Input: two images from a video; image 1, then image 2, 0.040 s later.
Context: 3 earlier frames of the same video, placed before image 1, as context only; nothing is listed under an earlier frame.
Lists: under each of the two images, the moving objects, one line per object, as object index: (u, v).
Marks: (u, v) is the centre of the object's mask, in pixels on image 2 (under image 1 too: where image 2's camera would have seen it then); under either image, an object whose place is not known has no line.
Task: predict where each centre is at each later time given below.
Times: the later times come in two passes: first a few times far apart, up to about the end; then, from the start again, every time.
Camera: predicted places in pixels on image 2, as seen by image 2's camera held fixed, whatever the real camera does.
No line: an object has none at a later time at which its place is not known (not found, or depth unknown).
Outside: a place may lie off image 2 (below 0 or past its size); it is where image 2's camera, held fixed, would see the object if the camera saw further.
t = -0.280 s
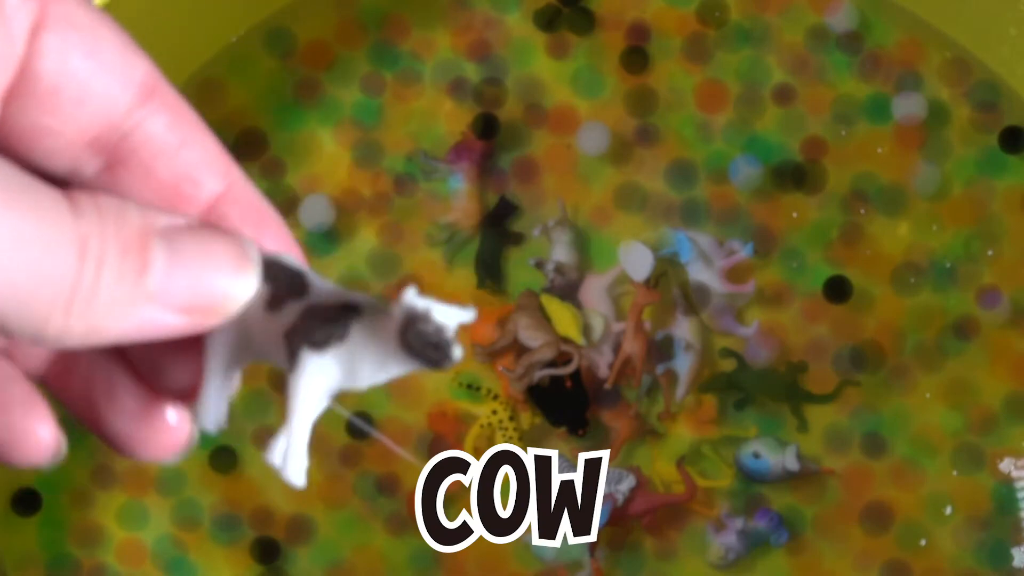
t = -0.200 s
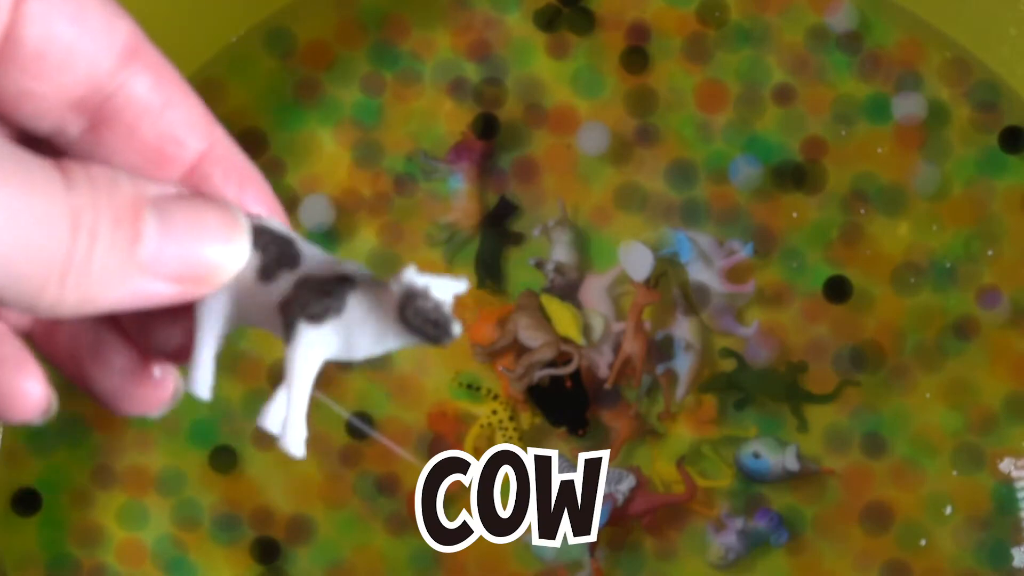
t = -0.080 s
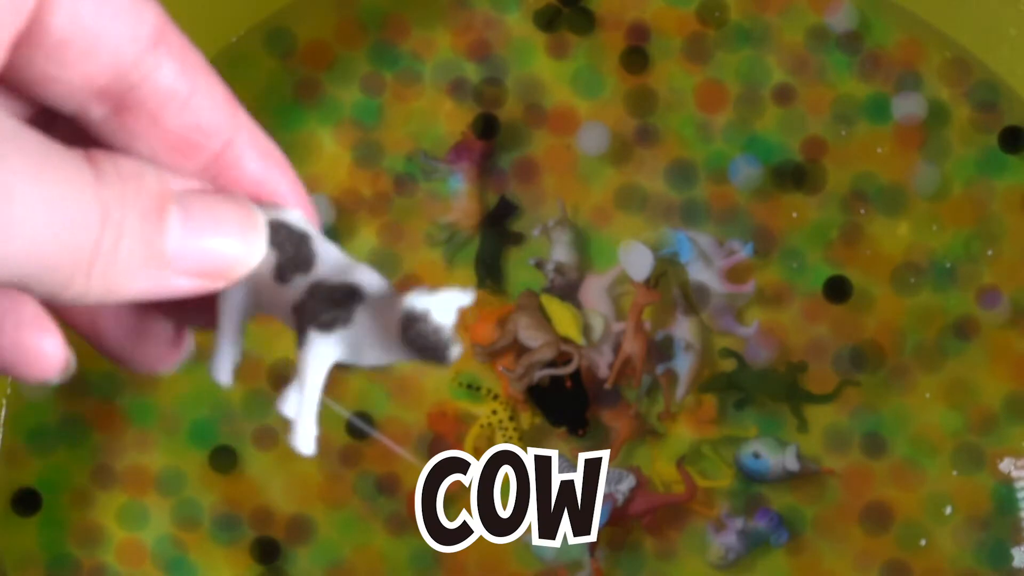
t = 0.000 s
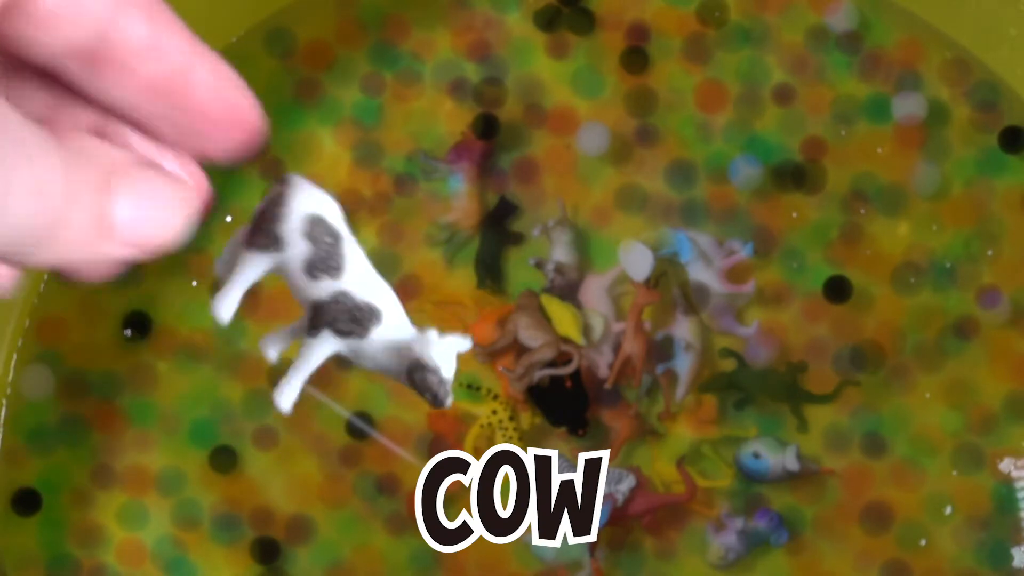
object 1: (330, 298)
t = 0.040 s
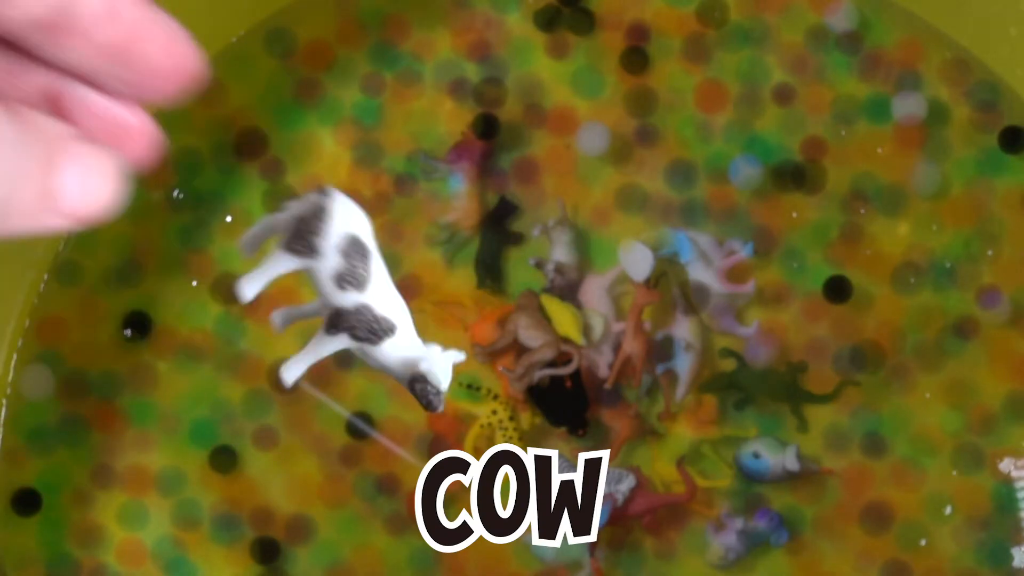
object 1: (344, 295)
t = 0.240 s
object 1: (442, 338)
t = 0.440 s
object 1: (447, 378)
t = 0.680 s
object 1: (452, 392)
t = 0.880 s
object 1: (442, 394)
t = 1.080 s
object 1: (429, 392)
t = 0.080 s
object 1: (363, 296)
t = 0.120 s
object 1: (384, 304)
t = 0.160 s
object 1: (407, 315)
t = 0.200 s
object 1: (424, 326)
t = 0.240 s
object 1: (442, 338)
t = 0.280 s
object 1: (457, 351)
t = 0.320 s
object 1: (437, 361)
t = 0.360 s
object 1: (446, 375)
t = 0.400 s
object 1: (445, 375)
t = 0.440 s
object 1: (447, 378)
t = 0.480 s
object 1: (448, 382)
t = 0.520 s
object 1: (448, 385)
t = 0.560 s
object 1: (450, 387)
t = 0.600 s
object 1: (452, 388)
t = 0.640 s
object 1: (451, 392)
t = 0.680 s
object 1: (452, 392)
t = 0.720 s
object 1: (449, 389)
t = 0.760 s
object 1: (448, 391)
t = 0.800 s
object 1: (446, 392)
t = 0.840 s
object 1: (445, 393)
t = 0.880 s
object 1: (442, 394)
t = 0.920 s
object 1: (440, 395)
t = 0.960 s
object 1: (438, 394)
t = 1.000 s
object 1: (436, 394)
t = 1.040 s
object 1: (433, 393)
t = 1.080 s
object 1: (429, 392)
